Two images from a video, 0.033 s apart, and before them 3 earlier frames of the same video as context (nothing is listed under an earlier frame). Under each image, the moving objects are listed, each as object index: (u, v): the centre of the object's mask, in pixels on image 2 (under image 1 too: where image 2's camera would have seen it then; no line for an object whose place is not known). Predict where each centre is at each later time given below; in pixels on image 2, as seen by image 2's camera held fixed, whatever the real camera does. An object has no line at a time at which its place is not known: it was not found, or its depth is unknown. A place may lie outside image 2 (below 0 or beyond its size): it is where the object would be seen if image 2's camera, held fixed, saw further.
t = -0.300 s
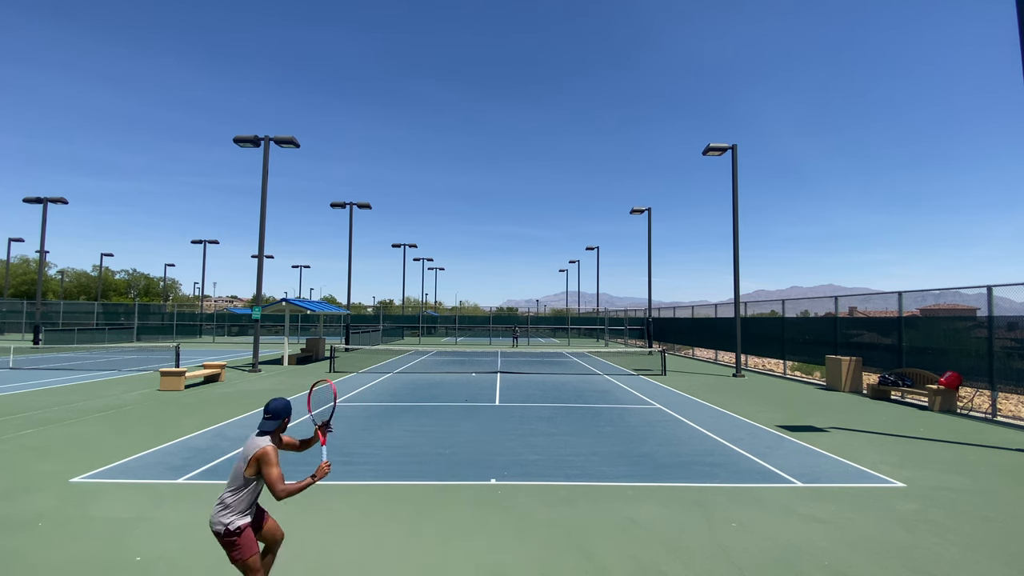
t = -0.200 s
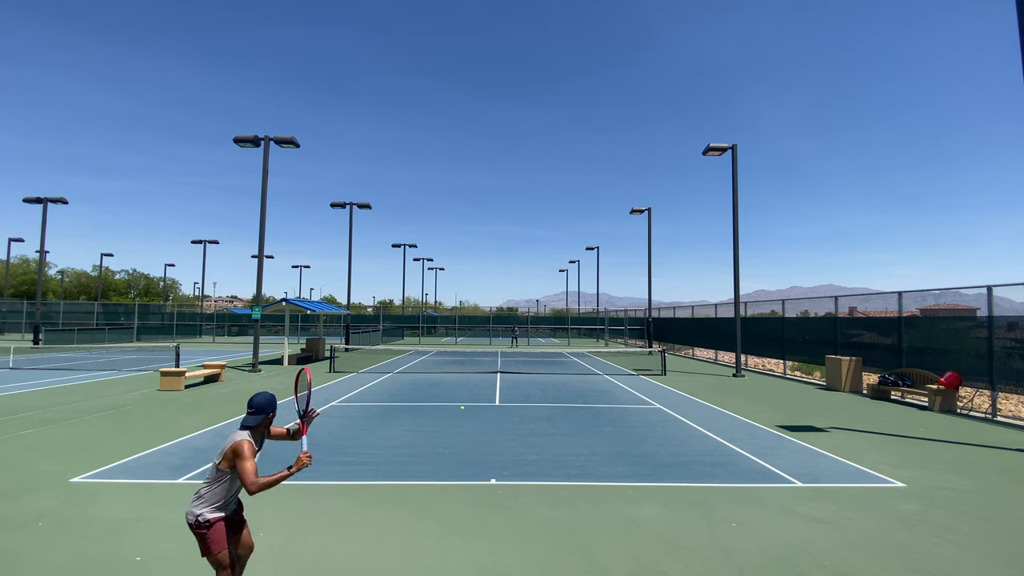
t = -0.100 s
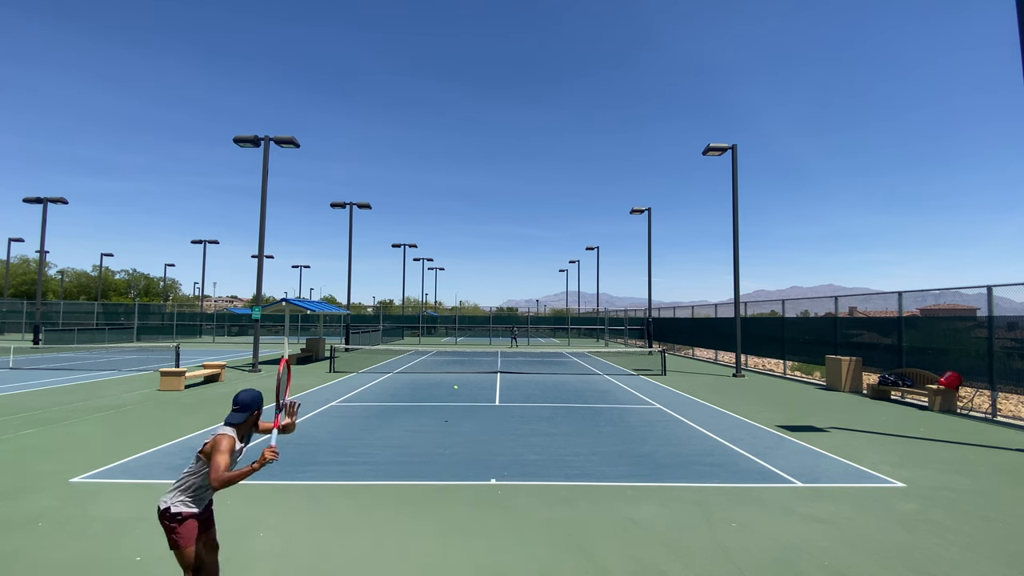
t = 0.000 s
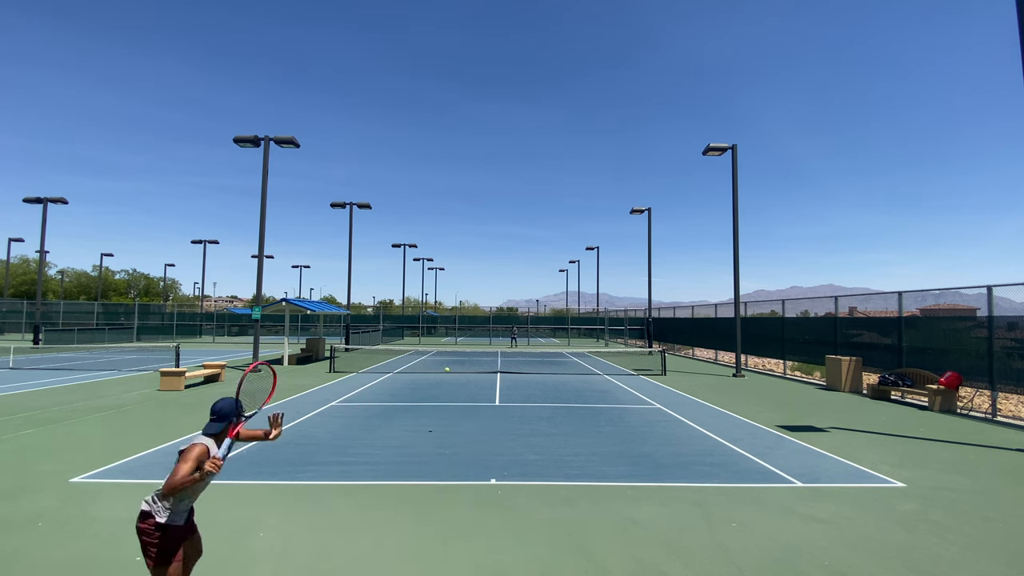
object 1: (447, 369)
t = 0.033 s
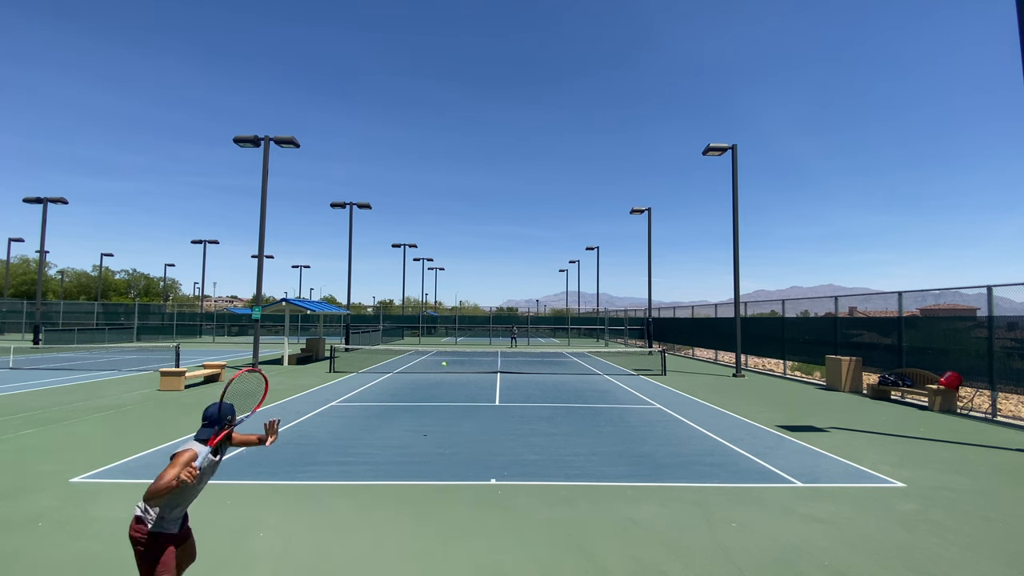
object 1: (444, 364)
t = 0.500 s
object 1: (346, 355)
